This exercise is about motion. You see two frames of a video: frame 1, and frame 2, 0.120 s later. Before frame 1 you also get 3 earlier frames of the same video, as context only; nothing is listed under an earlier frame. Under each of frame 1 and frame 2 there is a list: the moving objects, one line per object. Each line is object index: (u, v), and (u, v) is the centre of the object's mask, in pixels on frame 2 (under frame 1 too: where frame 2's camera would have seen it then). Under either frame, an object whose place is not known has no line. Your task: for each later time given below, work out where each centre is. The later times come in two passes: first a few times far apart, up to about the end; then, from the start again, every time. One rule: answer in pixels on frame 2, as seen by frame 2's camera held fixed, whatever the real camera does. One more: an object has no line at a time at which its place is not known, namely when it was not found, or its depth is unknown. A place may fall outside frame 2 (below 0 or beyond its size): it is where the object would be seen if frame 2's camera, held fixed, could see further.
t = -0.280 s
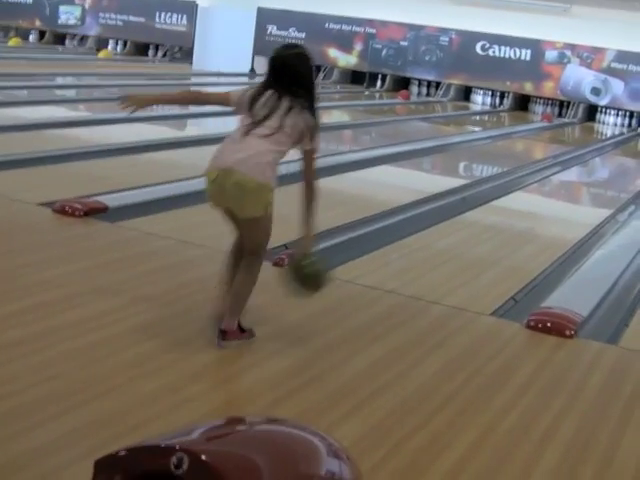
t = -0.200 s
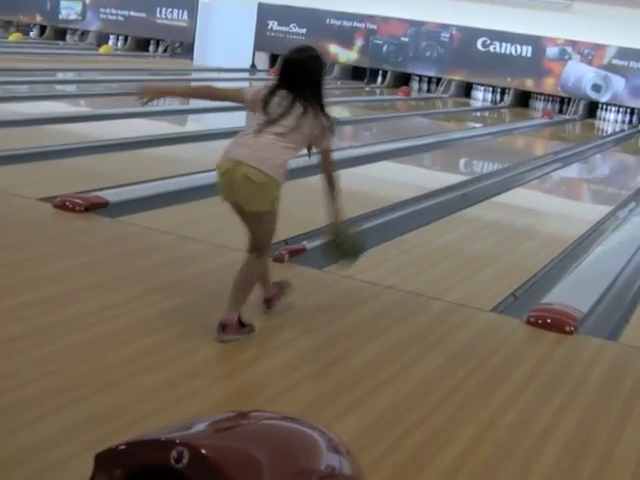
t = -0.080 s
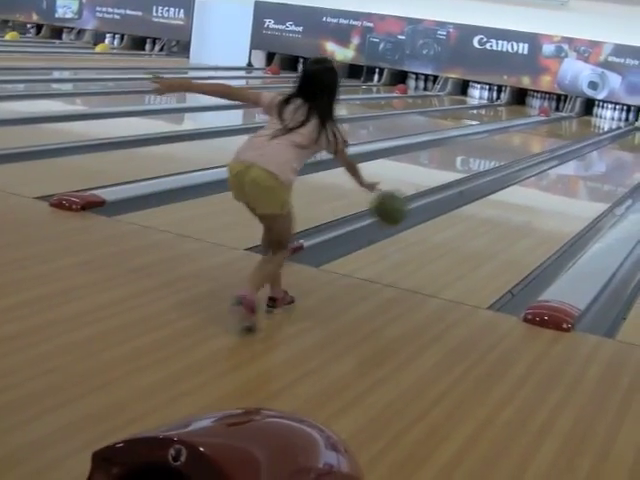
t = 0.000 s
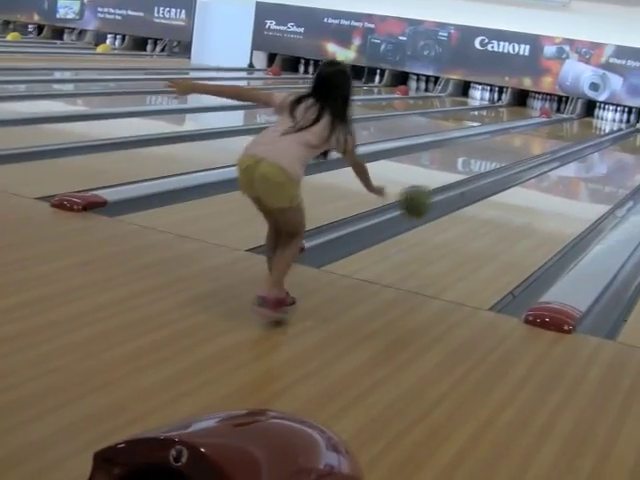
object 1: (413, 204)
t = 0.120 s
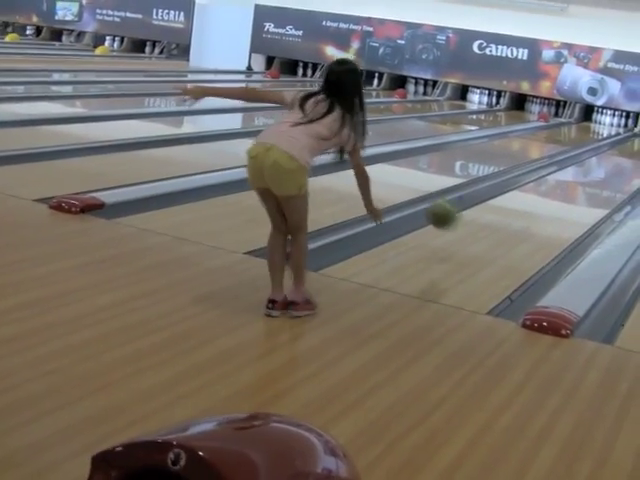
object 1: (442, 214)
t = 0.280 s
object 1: (475, 221)
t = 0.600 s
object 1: (522, 201)
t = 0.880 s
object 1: (552, 186)
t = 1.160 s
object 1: (574, 175)
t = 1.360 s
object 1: (586, 168)
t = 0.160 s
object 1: (450, 220)
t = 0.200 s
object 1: (458, 228)
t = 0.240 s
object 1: (467, 226)
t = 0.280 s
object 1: (475, 221)
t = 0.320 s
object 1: (482, 217)
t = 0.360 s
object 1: (488, 214)
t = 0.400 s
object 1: (494, 214)
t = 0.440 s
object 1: (501, 211)
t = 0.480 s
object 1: (506, 208)
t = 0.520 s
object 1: (512, 206)
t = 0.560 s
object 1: (517, 203)
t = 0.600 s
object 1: (522, 201)
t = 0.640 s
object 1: (527, 199)
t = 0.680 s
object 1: (532, 196)
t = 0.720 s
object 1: (536, 194)
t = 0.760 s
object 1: (540, 192)
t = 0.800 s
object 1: (544, 190)
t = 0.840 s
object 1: (548, 188)
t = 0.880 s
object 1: (552, 186)
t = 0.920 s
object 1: (556, 184)
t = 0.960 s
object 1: (559, 182)
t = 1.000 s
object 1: (562, 181)
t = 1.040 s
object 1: (565, 179)
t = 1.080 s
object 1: (568, 178)
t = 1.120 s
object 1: (571, 176)
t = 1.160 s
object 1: (574, 175)
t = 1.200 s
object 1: (576, 174)
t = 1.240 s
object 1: (579, 172)
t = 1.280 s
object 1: (581, 171)
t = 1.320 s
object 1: (584, 169)
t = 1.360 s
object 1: (586, 168)
